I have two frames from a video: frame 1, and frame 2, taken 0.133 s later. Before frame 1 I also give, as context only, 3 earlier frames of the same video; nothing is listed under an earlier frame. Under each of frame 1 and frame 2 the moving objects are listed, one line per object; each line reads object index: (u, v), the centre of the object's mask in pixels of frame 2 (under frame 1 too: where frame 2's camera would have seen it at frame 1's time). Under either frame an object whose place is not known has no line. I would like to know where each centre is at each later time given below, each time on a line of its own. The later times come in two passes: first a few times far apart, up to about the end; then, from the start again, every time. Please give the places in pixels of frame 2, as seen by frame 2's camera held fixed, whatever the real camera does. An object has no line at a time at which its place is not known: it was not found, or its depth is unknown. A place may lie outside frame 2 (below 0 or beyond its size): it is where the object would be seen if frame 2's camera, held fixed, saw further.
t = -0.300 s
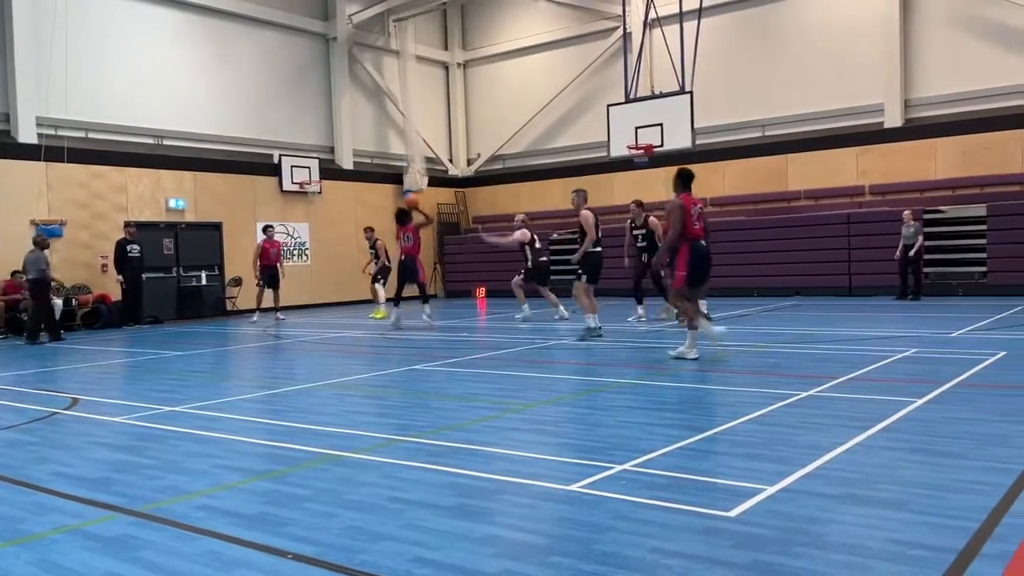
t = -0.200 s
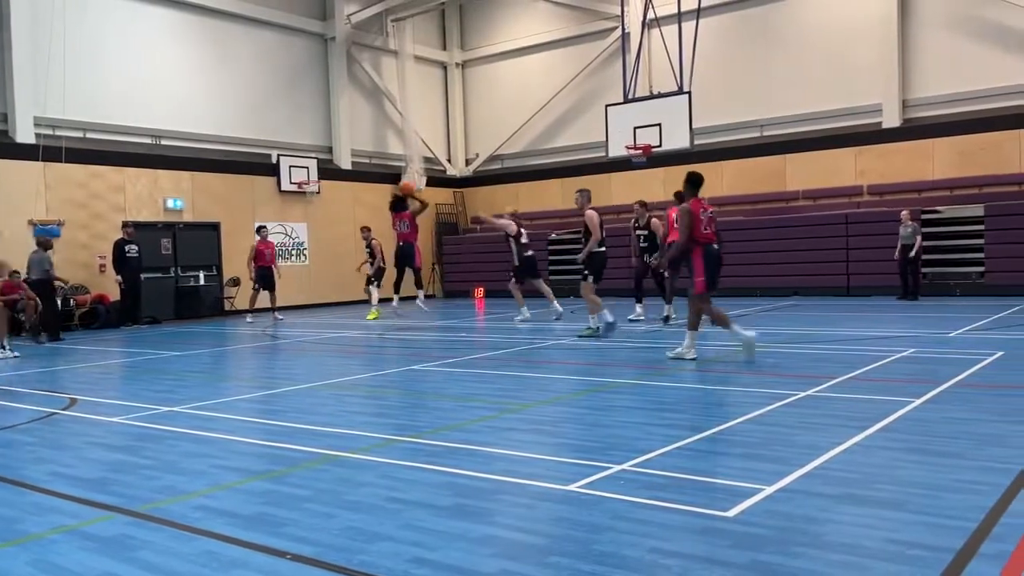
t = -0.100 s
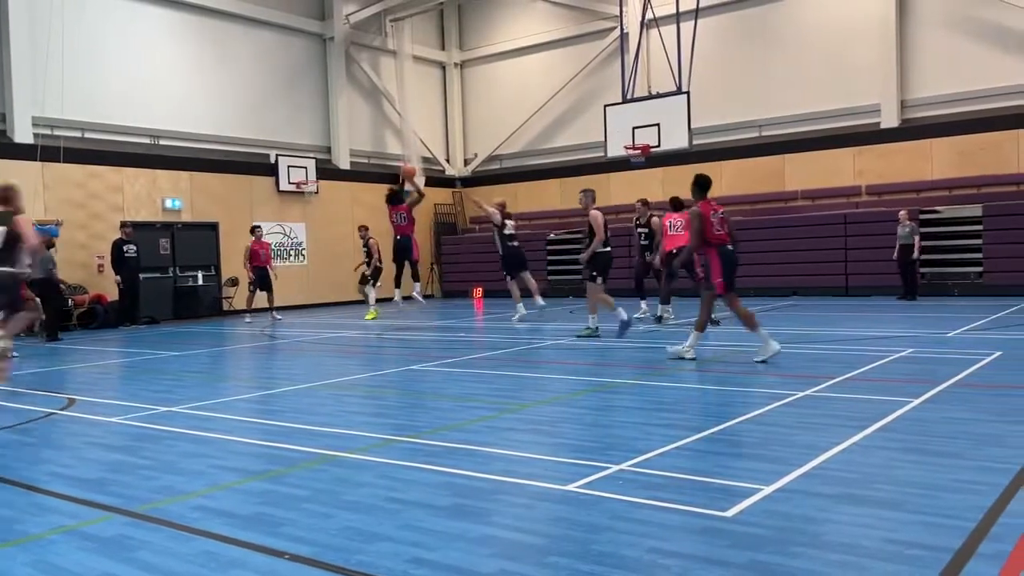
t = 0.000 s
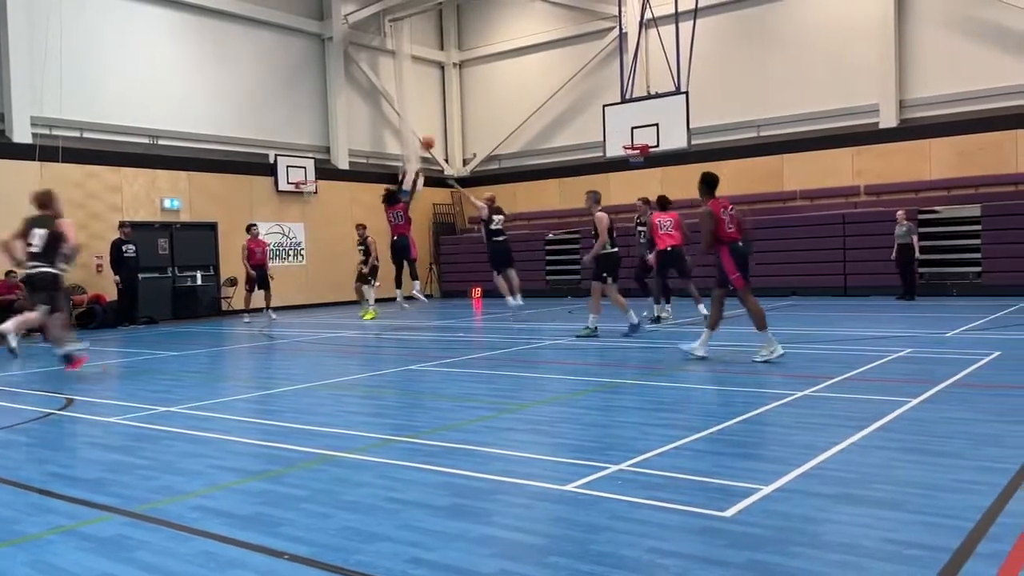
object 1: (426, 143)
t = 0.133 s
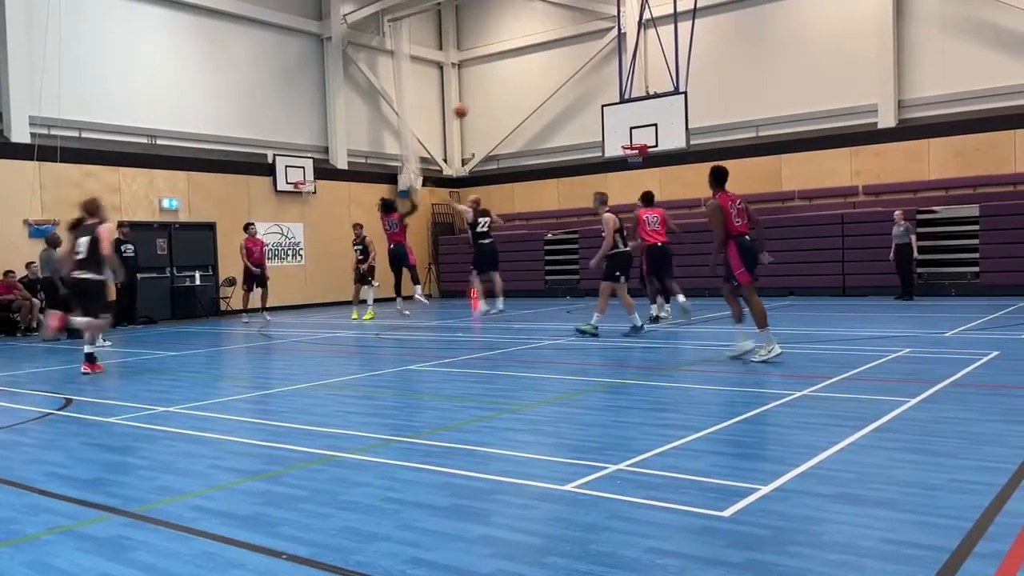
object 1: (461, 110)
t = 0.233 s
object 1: (485, 96)
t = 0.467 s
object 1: (539, 83)
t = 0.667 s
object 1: (583, 96)
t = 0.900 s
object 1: (630, 136)
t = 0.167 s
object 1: (468, 105)
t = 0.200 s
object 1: (477, 100)
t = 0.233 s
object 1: (485, 96)
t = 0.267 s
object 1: (493, 91)
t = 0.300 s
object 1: (500, 88)
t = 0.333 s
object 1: (508, 85)
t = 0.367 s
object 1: (516, 84)
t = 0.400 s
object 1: (524, 83)
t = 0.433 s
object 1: (531, 82)
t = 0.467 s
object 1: (539, 83)
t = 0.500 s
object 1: (547, 83)
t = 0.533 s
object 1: (555, 84)
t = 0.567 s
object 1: (561, 86)
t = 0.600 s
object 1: (569, 90)
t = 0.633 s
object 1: (575, 92)
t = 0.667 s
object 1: (583, 96)
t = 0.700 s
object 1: (589, 100)
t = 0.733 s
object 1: (597, 105)
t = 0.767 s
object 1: (604, 110)
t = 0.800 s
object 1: (610, 116)
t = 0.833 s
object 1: (617, 122)
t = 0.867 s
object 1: (623, 129)
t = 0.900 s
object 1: (630, 136)
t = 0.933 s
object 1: (638, 146)
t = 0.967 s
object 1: (639, 150)
